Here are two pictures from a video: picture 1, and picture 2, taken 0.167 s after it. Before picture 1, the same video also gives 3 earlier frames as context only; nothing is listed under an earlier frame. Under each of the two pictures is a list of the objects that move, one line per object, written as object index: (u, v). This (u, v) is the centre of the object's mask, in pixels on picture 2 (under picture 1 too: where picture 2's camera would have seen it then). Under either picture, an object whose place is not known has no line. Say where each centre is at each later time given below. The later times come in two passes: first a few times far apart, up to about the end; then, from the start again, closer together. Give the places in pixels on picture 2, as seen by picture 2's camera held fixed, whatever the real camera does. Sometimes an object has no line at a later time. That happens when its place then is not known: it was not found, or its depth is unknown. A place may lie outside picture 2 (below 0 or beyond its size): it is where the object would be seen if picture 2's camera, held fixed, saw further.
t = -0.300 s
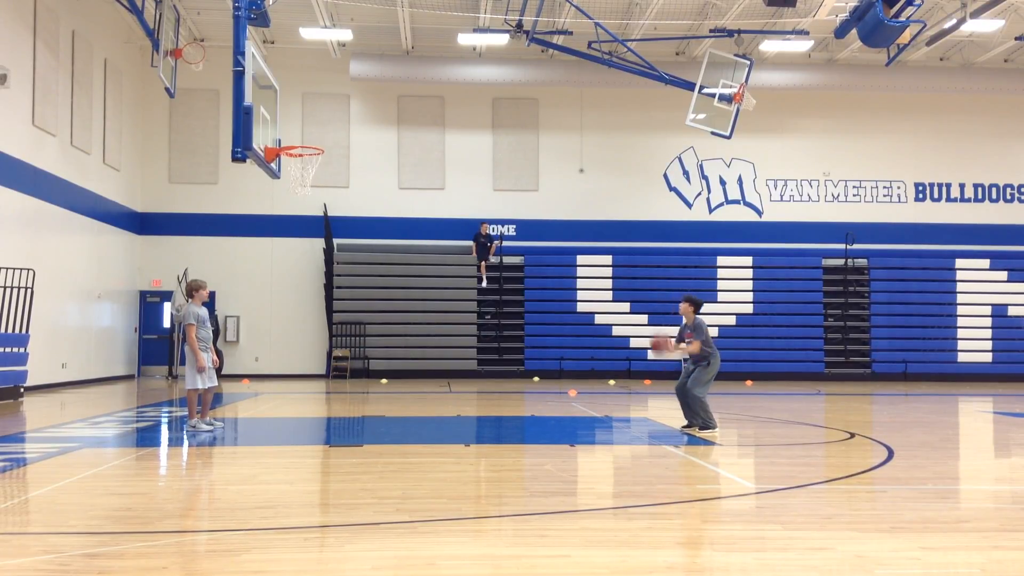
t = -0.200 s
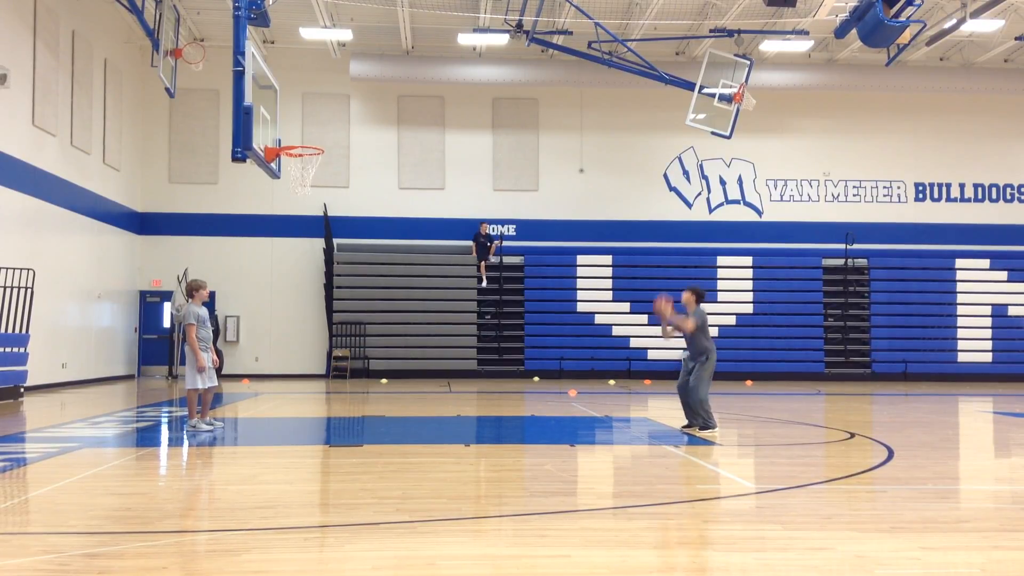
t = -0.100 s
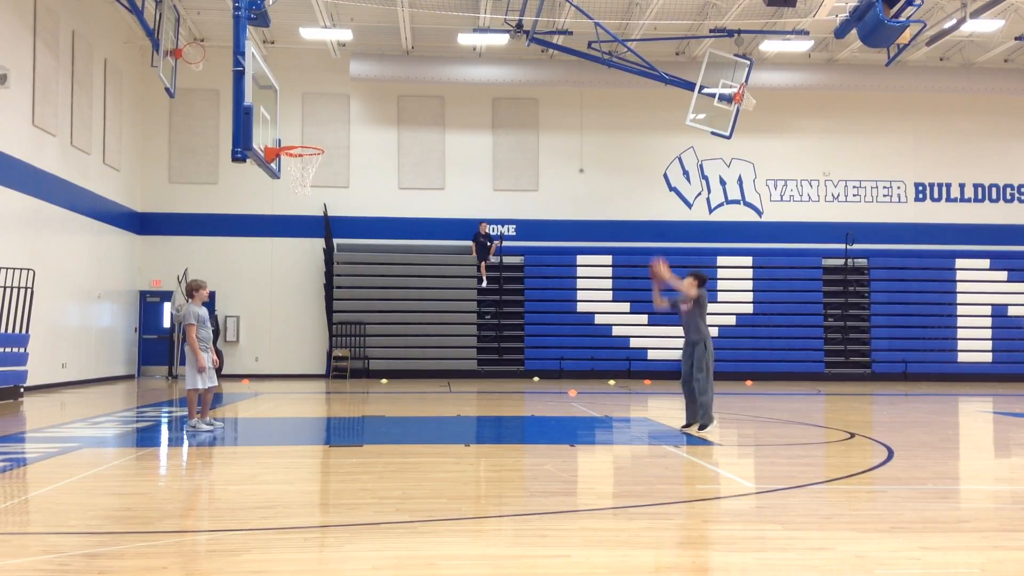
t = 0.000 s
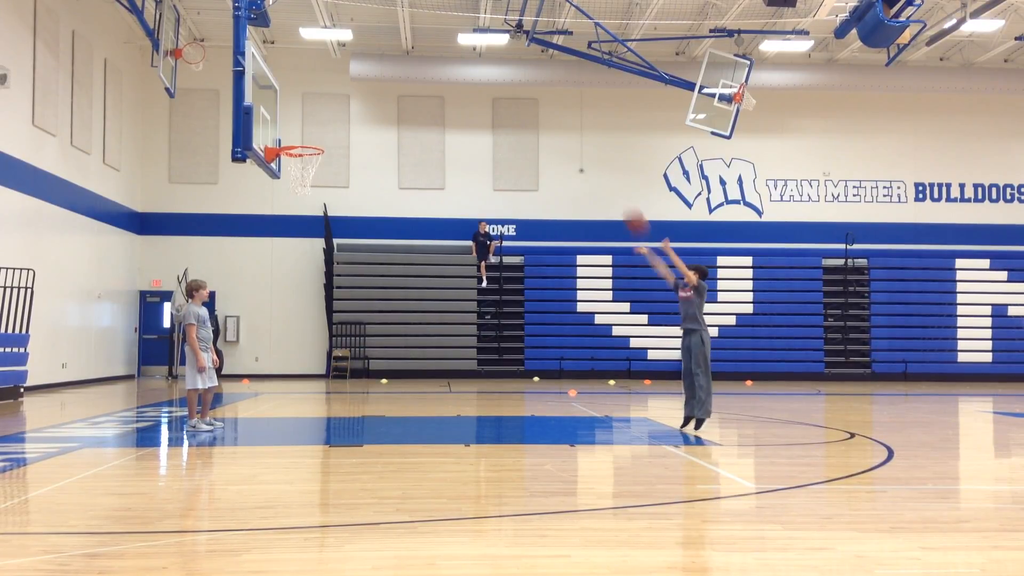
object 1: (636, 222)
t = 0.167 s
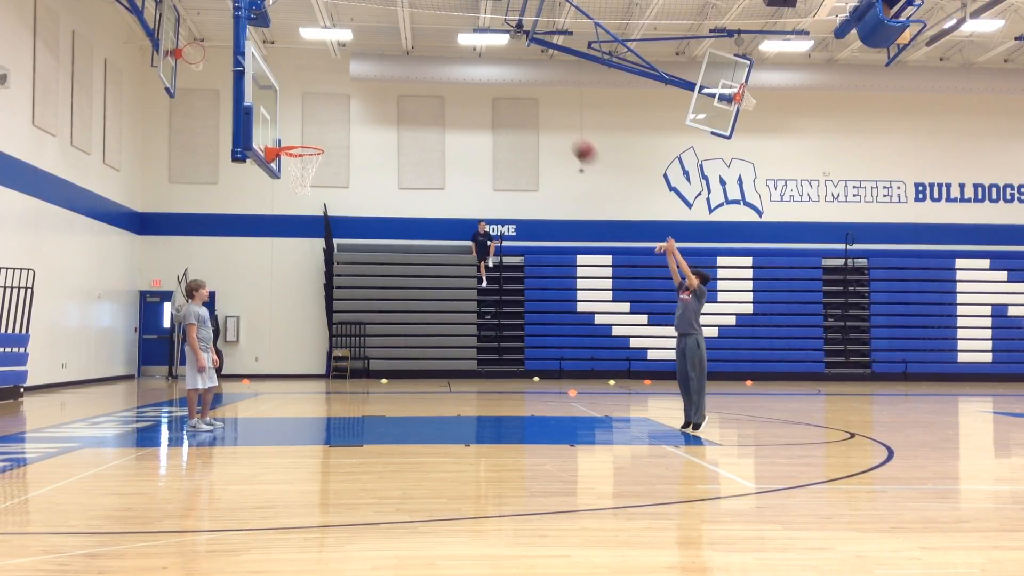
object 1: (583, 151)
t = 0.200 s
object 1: (574, 140)
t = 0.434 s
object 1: (503, 88)
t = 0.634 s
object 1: (443, 80)
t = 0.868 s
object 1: (372, 114)
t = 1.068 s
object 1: (346, 176)
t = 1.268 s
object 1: (385, 260)
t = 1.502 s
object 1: (425, 399)
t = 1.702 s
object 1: (464, 335)
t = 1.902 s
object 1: (502, 284)
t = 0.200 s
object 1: (574, 140)
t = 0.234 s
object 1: (563, 130)
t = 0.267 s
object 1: (553, 121)
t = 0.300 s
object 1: (543, 112)
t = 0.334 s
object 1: (533, 105)
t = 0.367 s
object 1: (524, 98)
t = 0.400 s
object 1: (513, 93)
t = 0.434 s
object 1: (503, 88)
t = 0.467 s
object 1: (494, 84)
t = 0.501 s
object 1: (483, 81)
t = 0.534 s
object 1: (473, 79)
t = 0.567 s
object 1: (463, 79)
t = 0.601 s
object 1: (453, 79)
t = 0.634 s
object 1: (443, 80)
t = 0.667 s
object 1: (434, 82)
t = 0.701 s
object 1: (423, 85)
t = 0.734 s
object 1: (414, 89)
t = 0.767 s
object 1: (403, 93)
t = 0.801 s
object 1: (393, 100)
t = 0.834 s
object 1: (383, 106)
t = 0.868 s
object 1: (372, 114)
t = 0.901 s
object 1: (363, 122)
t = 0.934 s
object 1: (352, 132)
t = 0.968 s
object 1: (342, 142)
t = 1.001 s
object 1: (334, 153)
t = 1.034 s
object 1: (339, 164)
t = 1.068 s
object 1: (346, 176)
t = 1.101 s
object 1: (353, 188)
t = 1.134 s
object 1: (359, 202)
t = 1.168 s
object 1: (366, 215)
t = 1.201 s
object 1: (373, 229)
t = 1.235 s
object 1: (378, 244)
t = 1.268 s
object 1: (385, 260)
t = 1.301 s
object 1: (392, 278)
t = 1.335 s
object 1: (398, 298)
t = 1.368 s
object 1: (402, 314)
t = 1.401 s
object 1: (409, 335)
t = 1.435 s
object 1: (414, 356)
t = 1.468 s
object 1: (419, 375)
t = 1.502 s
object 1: (425, 399)
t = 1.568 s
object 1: (438, 392)
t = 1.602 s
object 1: (444, 376)
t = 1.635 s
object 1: (452, 361)
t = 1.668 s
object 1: (458, 348)
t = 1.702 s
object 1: (464, 335)
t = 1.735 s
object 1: (471, 324)
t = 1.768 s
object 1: (477, 314)
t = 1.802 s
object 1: (483, 307)
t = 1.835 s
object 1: (491, 297)
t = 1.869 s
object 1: (497, 288)
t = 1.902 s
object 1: (502, 284)
